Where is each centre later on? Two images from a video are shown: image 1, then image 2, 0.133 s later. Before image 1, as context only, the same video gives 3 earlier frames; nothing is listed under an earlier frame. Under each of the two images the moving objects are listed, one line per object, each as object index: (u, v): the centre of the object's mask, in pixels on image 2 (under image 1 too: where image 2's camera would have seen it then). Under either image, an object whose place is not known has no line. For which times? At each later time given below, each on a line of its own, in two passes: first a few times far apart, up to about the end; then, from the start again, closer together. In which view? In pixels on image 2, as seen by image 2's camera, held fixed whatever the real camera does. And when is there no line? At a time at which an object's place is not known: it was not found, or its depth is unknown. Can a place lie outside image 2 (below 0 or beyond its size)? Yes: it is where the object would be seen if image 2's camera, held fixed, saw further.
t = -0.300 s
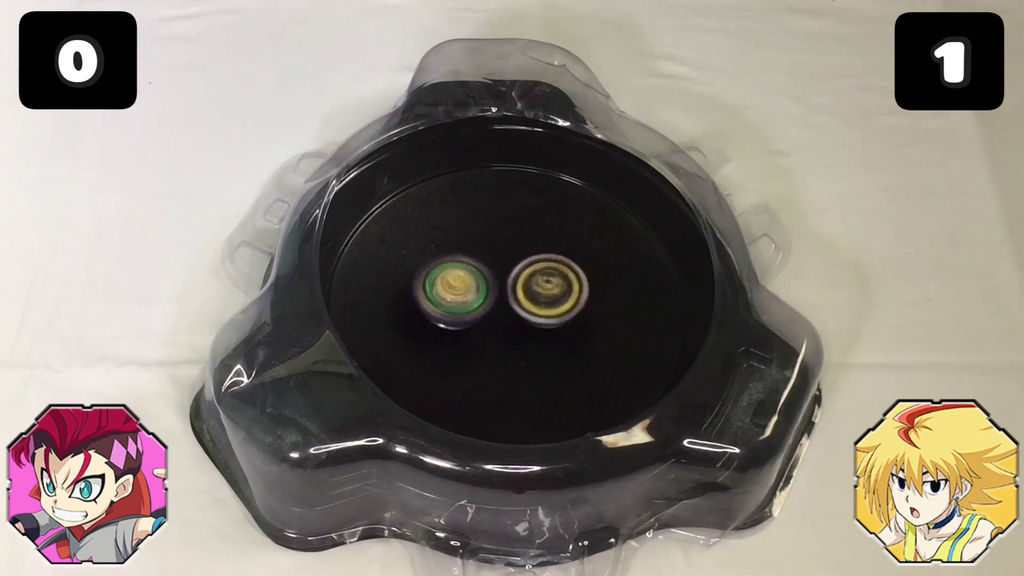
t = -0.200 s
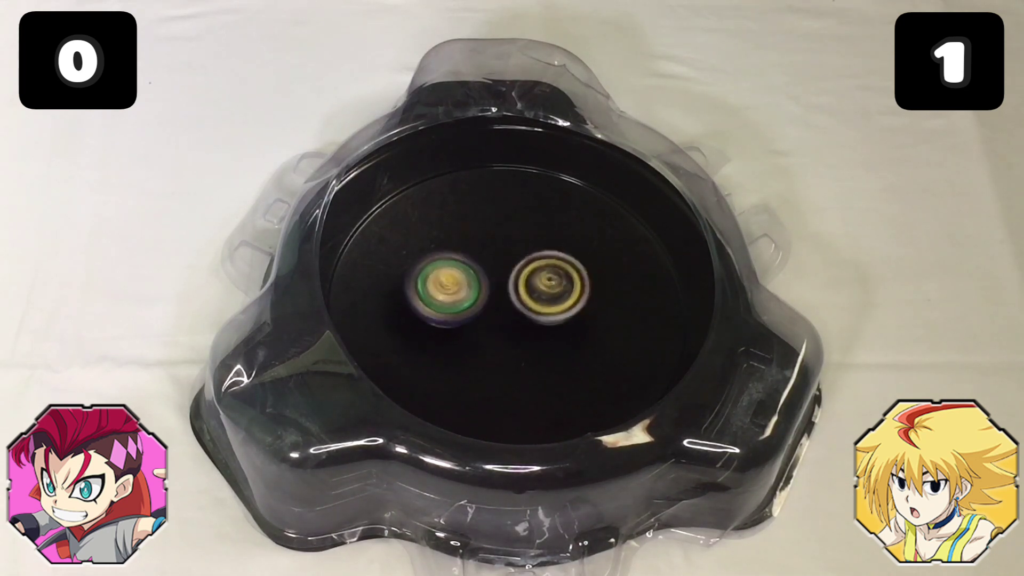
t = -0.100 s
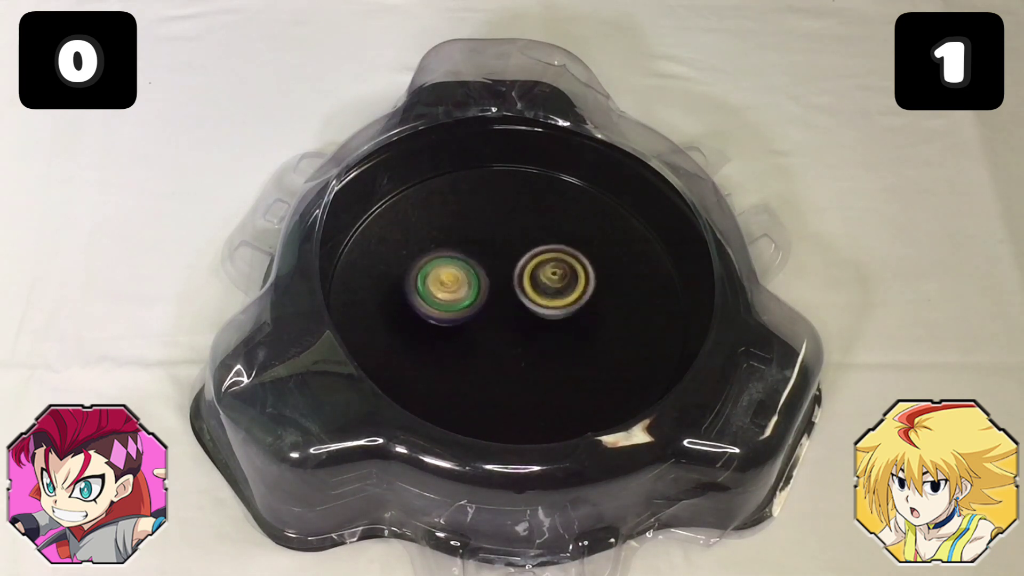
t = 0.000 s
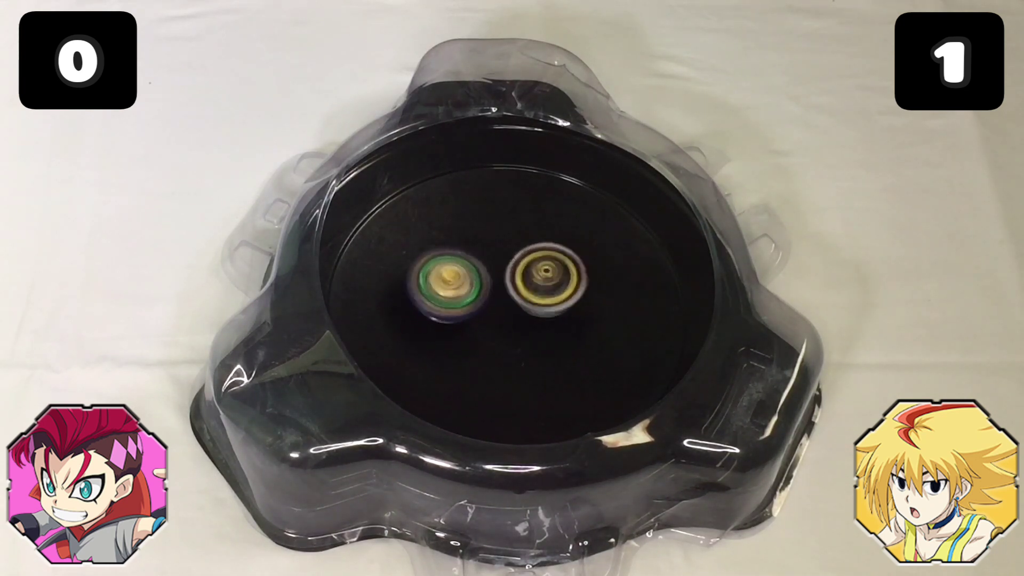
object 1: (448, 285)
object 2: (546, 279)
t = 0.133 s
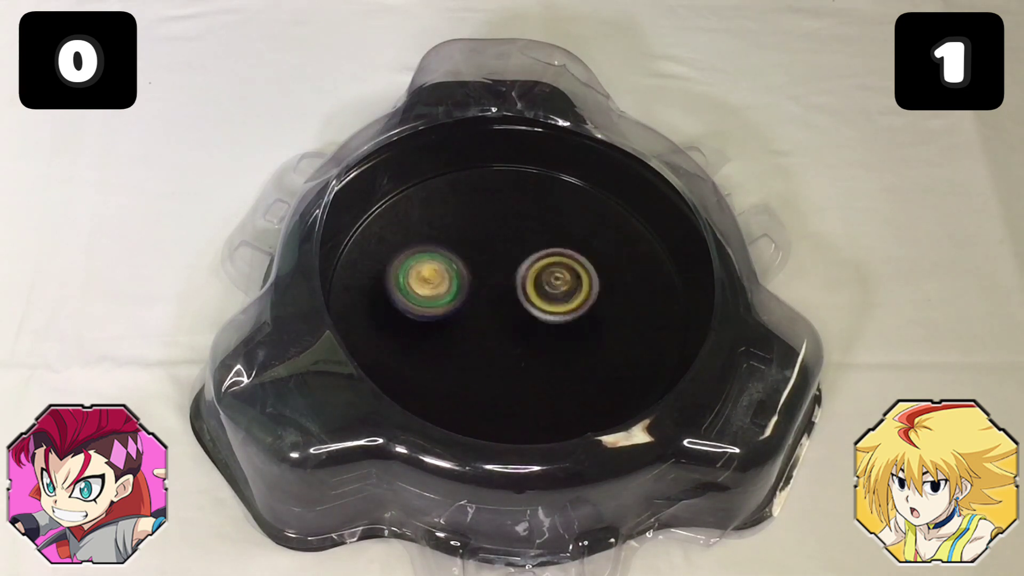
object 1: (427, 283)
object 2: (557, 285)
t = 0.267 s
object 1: (422, 283)
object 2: (584, 280)
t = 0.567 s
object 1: (448, 285)
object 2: (559, 271)
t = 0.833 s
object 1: (453, 288)
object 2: (543, 313)
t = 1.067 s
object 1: (472, 288)
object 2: (556, 338)
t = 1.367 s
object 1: (468, 274)
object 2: (557, 318)
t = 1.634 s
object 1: (461, 266)
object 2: (563, 311)
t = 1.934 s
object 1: (463, 264)
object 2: (556, 309)
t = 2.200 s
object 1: (468, 271)
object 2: (557, 313)
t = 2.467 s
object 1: (441, 260)
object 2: (580, 328)
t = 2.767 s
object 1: (467, 269)
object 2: (554, 305)
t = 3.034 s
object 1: (456, 262)
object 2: (523, 313)
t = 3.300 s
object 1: (467, 260)
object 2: (528, 331)
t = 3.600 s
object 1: (469, 250)
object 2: (534, 327)
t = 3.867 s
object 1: (472, 247)
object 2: (574, 334)
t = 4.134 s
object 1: (479, 251)
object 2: (549, 303)
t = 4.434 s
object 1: (479, 253)
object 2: (530, 316)
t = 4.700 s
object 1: (488, 255)
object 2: (525, 324)
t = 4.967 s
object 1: (495, 254)
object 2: (523, 328)
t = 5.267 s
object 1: (499, 245)
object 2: (537, 339)
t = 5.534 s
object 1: (498, 239)
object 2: (529, 334)
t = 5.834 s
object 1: (502, 244)
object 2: (518, 331)
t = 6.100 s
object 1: (507, 251)
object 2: (508, 326)
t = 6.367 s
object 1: (512, 251)
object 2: (495, 326)
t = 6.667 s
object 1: (517, 253)
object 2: (507, 328)
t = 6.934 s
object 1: (516, 253)
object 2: (522, 330)
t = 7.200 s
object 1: (516, 252)
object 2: (533, 336)
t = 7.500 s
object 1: (508, 237)
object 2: (526, 346)
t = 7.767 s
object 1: (515, 243)
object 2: (522, 338)
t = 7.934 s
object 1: (519, 245)
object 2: (511, 319)
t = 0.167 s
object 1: (420, 283)
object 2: (565, 285)
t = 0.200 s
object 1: (418, 283)
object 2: (572, 284)
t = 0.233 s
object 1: (419, 283)
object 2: (578, 282)
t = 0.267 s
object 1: (422, 283)
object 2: (584, 280)
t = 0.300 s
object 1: (424, 283)
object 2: (588, 277)
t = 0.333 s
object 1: (427, 283)
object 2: (591, 274)
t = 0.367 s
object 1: (430, 284)
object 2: (592, 270)
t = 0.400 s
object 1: (432, 283)
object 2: (591, 267)
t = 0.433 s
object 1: (435, 283)
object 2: (587, 264)
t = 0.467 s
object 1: (438, 283)
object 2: (580, 264)
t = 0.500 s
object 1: (441, 284)
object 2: (573, 265)
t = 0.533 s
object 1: (444, 284)
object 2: (566, 268)
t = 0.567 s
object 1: (448, 285)
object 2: (559, 271)
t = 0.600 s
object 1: (451, 285)
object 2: (552, 275)
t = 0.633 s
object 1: (454, 285)
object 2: (546, 280)
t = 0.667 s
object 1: (454, 286)
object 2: (543, 285)
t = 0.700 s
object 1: (453, 286)
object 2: (542, 291)
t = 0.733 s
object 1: (452, 287)
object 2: (542, 296)
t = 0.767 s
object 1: (450, 287)
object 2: (543, 302)
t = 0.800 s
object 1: (451, 287)
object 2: (543, 308)
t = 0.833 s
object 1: (453, 288)
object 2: (543, 313)
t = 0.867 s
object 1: (455, 288)
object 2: (544, 318)
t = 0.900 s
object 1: (458, 288)
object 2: (545, 323)
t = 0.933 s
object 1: (461, 288)
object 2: (547, 328)
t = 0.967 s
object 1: (464, 288)
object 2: (549, 332)
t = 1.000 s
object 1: (467, 288)
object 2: (551, 334)
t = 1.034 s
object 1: (469, 288)
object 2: (554, 337)
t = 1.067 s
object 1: (472, 288)
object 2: (556, 338)
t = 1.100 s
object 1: (475, 288)
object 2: (557, 337)
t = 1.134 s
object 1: (480, 288)
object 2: (557, 334)
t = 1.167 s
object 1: (482, 287)
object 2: (554, 331)
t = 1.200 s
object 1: (480, 284)
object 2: (557, 330)
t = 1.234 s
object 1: (477, 281)
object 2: (558, 327)
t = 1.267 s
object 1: (476, 280)
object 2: (557, 324)
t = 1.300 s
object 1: (476, 279)
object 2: (554, 320)
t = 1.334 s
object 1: (474, 277)
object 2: (554, 318)
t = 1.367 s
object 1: (468, 274)
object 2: (557, 318)
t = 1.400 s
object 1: (466, 272)
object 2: (557, 316)
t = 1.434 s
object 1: (467, 272)
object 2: (557, 314)
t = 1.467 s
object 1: (468, 272)
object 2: (554, 311)
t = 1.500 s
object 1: (470, 272)
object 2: (551, 308)
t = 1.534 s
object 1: (467, 270)
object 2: (551, 309)
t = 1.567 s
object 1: (462, 267)
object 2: (556, 311)
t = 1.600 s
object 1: (460, 266)
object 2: (560, 311)
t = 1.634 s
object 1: (461, 266)
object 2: (563, 311)
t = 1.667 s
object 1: (462, 266)
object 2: (566, 310)
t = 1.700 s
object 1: (463, 267)
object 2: (566, 308)
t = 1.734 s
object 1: (465, 267)
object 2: (565, 306)
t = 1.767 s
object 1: (466, 267)
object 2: (562, 304)
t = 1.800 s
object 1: (468, 267)
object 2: (558, 302)
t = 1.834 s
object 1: (469, 267)
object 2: (552, 301)
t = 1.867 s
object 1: (467, 266)
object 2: (549, 303)
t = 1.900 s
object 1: (464, 264)
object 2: (553, 306)
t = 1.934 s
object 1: (463, 264)
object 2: (556, 309)
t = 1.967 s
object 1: (463, 265)
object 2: (559, 312)
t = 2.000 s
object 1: (464, 265)
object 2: (562, 314)
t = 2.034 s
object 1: (464, 267)
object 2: (564, 315)
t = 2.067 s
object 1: (465, 267)
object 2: (565, 315)
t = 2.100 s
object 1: (466, 268)
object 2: (565, 314)
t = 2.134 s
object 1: (466, 269)
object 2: (563, 314)
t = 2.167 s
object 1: (467, 270)
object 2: (561, 313)
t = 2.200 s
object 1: (468, 271)
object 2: (557, 313)
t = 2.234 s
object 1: (468, 273)
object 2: (553, 312)
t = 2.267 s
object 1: (470, 274)
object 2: (547, 312)
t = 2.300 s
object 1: (464, 270)
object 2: (549, 316)
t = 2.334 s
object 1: (452, 264)
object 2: (558, 323)
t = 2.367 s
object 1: (444, 260)
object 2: (565, 326)
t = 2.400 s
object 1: (440, 259)
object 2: (570, 327)
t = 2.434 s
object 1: (440, 259)
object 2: (575, 328)
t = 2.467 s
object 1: (441, 260)
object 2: (580, 328)
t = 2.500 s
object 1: (444, 262)
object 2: (583, 327)
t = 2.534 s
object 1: (447, 262)
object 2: (586, 325)
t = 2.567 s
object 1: (450, 264)
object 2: (586, 321)
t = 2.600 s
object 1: (453, 264)
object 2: (584, 318)
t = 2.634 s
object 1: (456, 266)
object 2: (580, 315)
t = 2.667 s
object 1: (459, 267)
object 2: (575, 311)
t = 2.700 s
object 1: (461, 268)
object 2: (568, 309)
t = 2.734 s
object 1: (464, 268)
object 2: (561, 307)
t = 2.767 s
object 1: (467, 269)
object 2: (554, 305)
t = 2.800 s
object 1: (468, 269)
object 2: (546, 304)
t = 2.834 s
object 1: (465, 267)
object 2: (543, 305)
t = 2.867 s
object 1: (463, 267)
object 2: (538, 304)
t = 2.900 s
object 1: (456, 263)
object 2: (538, 307)
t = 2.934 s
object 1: (453, 261)
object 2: (537, 308)
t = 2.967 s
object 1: (453, 261)
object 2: (532, 310)
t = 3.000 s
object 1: (455, 262)
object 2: (527, 311)
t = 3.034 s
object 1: (456, 262)
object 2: (523, 313)
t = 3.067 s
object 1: (455, 260)
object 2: (523, 318)
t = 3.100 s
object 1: (456, 260)
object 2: (522, 321)
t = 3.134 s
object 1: (458, 260)
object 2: (522, 325)
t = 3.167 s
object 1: (460, 260)
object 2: (522, 328)
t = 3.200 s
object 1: (462, 260)
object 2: (523, 330)
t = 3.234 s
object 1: (464, 260)
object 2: (525, 332)
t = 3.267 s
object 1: (465, 260)
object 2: (527, 332)
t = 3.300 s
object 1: (467, 260)
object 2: (528, 331)
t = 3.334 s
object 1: (469, 260)
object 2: (528, 330)
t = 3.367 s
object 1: (471, 261)
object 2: (528, 327)
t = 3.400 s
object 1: (473, 261)
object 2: (527, 324)
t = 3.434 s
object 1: (473, 260)
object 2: (527, 322)
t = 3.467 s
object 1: (472, 258)
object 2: (527, 322)
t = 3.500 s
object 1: (472, 257)
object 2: (528, 321)
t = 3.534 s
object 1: (472, 256)
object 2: (527, 321)
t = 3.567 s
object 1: (473, 257)
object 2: (527, 320)
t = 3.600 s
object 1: (469, 250)
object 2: (534, 327)
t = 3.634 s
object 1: (466, 246)
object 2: (541, 332)
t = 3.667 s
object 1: (465, 244)
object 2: (546, 335)
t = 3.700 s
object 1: (466, 244)
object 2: (552, 337)
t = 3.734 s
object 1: (468, 245)
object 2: (557, 339)
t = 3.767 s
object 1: (469, 245)
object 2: (562, 340)
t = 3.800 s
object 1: (470, 246)
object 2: (567, 339)
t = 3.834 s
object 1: (471, 246)
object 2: (571, 337)
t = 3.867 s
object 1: (472, 247)
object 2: (574, 334)
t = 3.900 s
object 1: (474, 247)
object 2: (575, 329)
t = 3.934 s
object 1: (475, 248)
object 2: (574, 325)
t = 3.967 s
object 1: (476, 249)
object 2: (572, 320)
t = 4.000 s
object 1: (477, 250)
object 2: (568, 316)
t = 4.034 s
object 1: (478, 251)
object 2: (563, 312)
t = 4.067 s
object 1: (479, 251)
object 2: (558, 308)
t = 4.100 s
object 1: (481, 252)
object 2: (551, 304)
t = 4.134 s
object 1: (479, 251)
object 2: (549, 303)
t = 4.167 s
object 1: (473, 248)
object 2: (550, 305)
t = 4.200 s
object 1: (471, 248)
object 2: (548, 305)
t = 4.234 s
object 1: (472, 249)
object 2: (546, 304)
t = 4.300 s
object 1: (474, 250)
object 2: (542, 304)
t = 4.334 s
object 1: (476, 251)
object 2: (538, 305)
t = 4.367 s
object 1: (476, 251)
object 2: (536, 307)
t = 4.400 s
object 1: (476, 252)
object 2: (534, 310)
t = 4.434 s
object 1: (479, 253)
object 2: (530, 316)
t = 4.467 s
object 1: (480, 254)
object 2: (529, 319)
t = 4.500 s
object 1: (482, 255)
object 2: (528, 321)
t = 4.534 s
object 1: (484, 255)
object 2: (528, 323)
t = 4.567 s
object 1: (485, 256)
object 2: (528, 324)
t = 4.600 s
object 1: (486, 256)
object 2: (527, 324)
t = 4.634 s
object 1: (488, 256)
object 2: (526, 324)
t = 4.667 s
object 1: (488, 255)
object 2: (526, 324)
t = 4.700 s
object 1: (488, 255)
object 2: (525, 324)
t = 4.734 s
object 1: (489, 255)
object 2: (524, 324)
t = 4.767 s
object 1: (489, 255)
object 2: (523, 326)
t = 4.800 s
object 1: (489, 253)
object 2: (524, 328)
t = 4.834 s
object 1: (490, 253)
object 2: (524, 330)
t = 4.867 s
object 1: (491, 254)
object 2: (524, 330)
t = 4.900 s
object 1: (492, 253)
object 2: (525, 330)
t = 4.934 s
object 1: (494, 254)
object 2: (524, 329)
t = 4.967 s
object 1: (495, 254)
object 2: (523, 328)
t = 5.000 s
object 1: (496, 255)
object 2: (522, 326)
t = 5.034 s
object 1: (495, 248)
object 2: (523, 330)
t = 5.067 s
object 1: (494, 242)
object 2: (524, 335)
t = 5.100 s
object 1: (493, 239)
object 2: (526, 339)
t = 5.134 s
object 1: (493, 240)
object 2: (529, 341)
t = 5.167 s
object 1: (494, 240)
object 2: (531, 343)
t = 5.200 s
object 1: (495, 242)
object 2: (535, 343)
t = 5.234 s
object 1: (497, 243)
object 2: (537, 342)
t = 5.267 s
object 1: (499, 245)
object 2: (537, 339)
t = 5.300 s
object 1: (500, 246)
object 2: (537, 336)
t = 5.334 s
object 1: (501, 247)
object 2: (536, 332)
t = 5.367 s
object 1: (503, 249)
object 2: (533, 327)
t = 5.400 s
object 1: (504, 250)
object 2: (531, 324)
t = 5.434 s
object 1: (502, 245)
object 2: (529, 327)
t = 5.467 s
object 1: (499, 240)
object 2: (529, 330)
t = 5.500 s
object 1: (498, 238)
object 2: (529, 332)
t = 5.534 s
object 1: (498, 239)
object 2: (529, 334)
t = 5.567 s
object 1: (498, 241)
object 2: (529, 336)
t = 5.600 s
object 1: (499, 242)
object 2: (529, 336)
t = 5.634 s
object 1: (501, 244)
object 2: (529, 335)
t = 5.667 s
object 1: (502, 247)
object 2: (528, 334)
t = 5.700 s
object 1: (503, 247)
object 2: (527, 333)
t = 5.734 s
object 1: (504, 250)
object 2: (524, 330)
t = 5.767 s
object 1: (505, 251)
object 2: (521, 327)
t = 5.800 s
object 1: (504, 249)
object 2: (519, 328)
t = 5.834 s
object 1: (502, 244)
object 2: (518, 331)
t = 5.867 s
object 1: (501, 243)
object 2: (518, 332)
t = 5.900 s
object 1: (501, 245)
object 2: (516, 333)
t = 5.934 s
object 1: (502, 246)
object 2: (515, 333)
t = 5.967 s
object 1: (503, 248)
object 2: (514, 332)
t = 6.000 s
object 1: (504, 250)
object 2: (513, 331)
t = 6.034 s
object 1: (505, 251)
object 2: (511, 329)
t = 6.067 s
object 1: (507, 253)
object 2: (510, 327)
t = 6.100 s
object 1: (507, 251)
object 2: (508, 326)
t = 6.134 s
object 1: (508, 251)
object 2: (505, 325)
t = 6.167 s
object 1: (509, 251)
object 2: (503, 324)
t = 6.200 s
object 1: (509, 250)
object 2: (500, 324)
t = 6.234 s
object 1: (510, 250)
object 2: (499, 323)
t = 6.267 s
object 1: (510, 250)
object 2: (497, 323)
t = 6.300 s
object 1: (511, 251)
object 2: (496, 324)
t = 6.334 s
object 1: (512, 252)
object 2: (496, 324)
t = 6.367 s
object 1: (512, 251)
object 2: (495, 326)
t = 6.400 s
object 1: (512, 250)
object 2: (495, 328)
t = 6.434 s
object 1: (512, 251)
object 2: (495, 329)
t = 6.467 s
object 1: (513, 252)
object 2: (497, 329)
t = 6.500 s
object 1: (514, 252)
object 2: (499, 328)
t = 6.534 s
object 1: (515, 253)
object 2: (501, 327)
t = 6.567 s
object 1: (515, 252)
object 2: (502, 328)
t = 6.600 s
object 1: (515, 252)
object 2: (503, 329)
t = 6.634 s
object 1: (516, 253)
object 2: (505, 329)
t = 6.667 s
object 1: (517, 253)
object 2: (507, 328)
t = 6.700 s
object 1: (517, 253)
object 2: (508, 328)
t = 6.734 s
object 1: (517, 251)
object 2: (509, 330)
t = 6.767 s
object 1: (516, 251)
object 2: (511, 332)
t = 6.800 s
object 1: (516, 252)
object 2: (514, 333)
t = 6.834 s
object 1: (516, 253)
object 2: (516, 333)
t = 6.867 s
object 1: (517, 254)
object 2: (518, 331)
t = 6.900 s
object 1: (517, 254)
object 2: (520, 329)
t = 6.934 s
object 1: (516, 253)
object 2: (522, 330)
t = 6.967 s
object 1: (515, 253)
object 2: (523, 330)
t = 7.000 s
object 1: (516, 253)
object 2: (524, 329)
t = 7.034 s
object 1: (515, 249)
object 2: (525, 333)
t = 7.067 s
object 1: (514, 248)
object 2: (527, 336)
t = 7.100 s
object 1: (514, 249)
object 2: (529, 338)
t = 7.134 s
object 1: (515, 251)
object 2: (531, 339)
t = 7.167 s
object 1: (516, 252)
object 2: (532, 338)
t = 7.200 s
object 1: (516, 252)
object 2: (533, 336)
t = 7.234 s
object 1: (516, 253)
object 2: (533, 334)
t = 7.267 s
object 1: (517, 253)
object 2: (532, 331)
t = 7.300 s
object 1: (517, 254)
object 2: (530, 328)
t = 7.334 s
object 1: (516, 252)
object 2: (528, 326)
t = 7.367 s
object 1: (513, 247)
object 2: (526, 329)
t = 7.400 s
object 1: (510, 239)
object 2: (526, 336)
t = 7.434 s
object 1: (508, 236)
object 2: (526, 340)
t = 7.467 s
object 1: (507, 237)
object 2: (525, 344)
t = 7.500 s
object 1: (508, 237)
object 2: (526, 346)
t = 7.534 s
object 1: (509, 237)
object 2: (526, 349)
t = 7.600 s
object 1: (510, 239)
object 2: (526, 350)
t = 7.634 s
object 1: (511, 239)
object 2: (527, 351)
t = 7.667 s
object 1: (512, 240)
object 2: (527, 350)
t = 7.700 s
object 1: (513, 241)
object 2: (526, 348)
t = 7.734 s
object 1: (514, 242)
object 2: (524, 342)
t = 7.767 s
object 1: (515, 243)
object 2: (522, 338)
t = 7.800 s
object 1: (516, 244)
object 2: (521, 334)
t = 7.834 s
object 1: (517, 244)
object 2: (518, 330)
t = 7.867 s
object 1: (518, 245)
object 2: (516, 325)
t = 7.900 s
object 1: (519, 246)
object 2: (514, 321)
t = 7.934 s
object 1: (519, 245)
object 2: (511, 319)
